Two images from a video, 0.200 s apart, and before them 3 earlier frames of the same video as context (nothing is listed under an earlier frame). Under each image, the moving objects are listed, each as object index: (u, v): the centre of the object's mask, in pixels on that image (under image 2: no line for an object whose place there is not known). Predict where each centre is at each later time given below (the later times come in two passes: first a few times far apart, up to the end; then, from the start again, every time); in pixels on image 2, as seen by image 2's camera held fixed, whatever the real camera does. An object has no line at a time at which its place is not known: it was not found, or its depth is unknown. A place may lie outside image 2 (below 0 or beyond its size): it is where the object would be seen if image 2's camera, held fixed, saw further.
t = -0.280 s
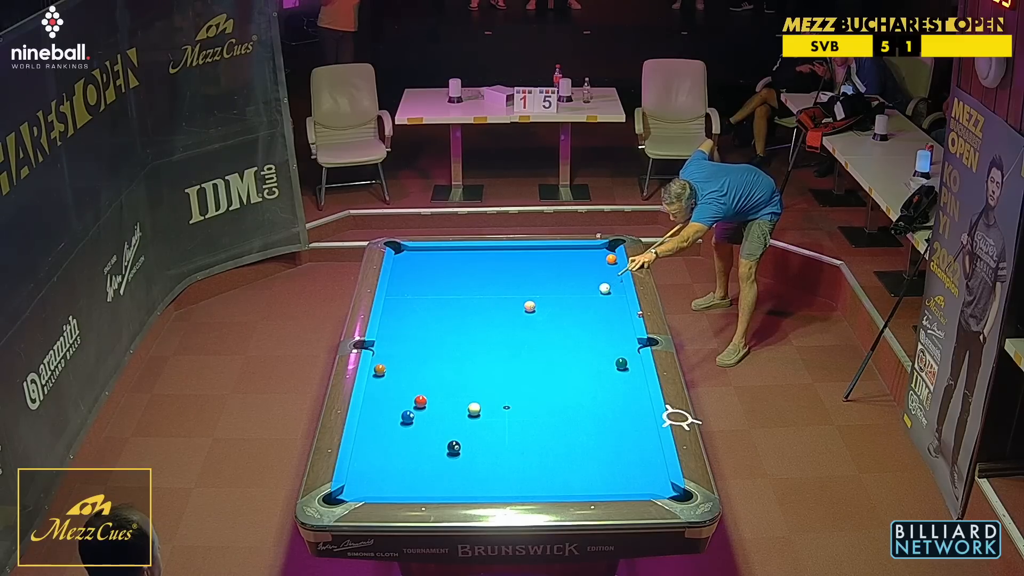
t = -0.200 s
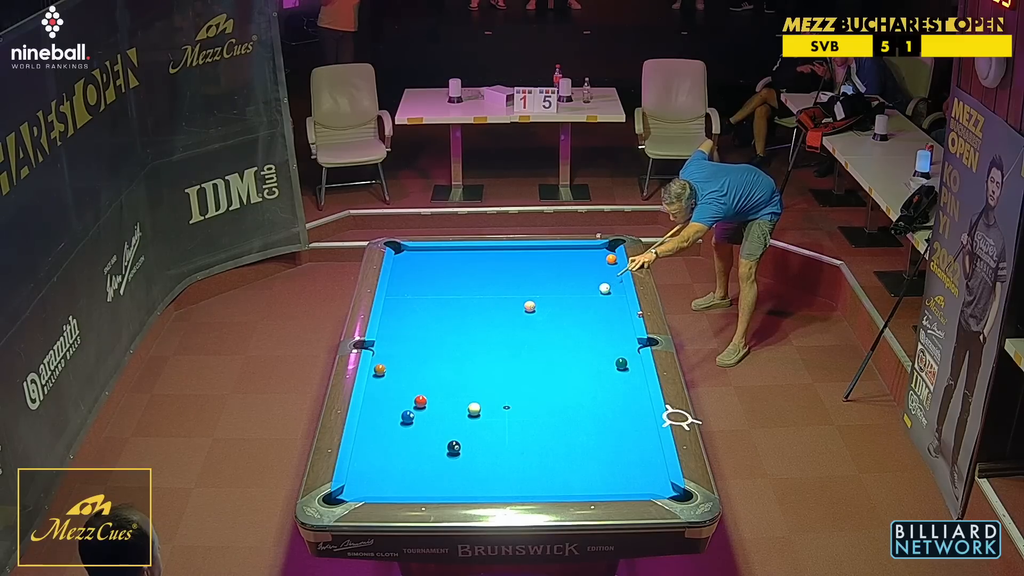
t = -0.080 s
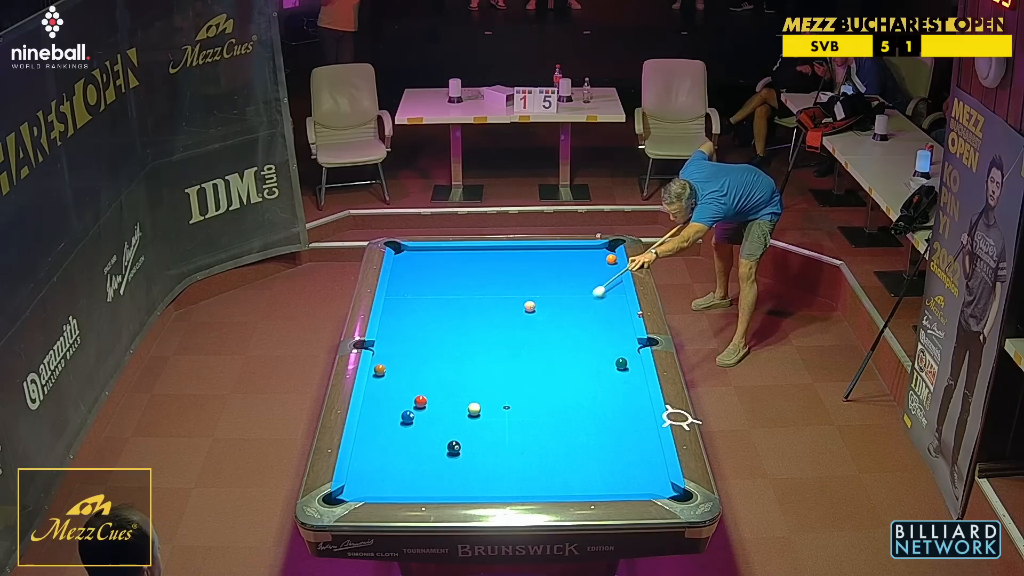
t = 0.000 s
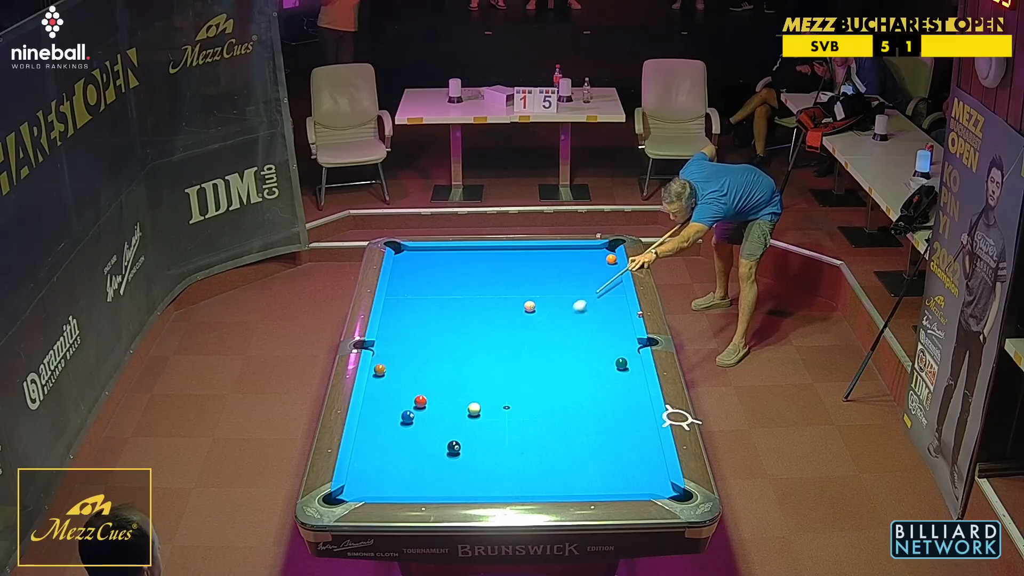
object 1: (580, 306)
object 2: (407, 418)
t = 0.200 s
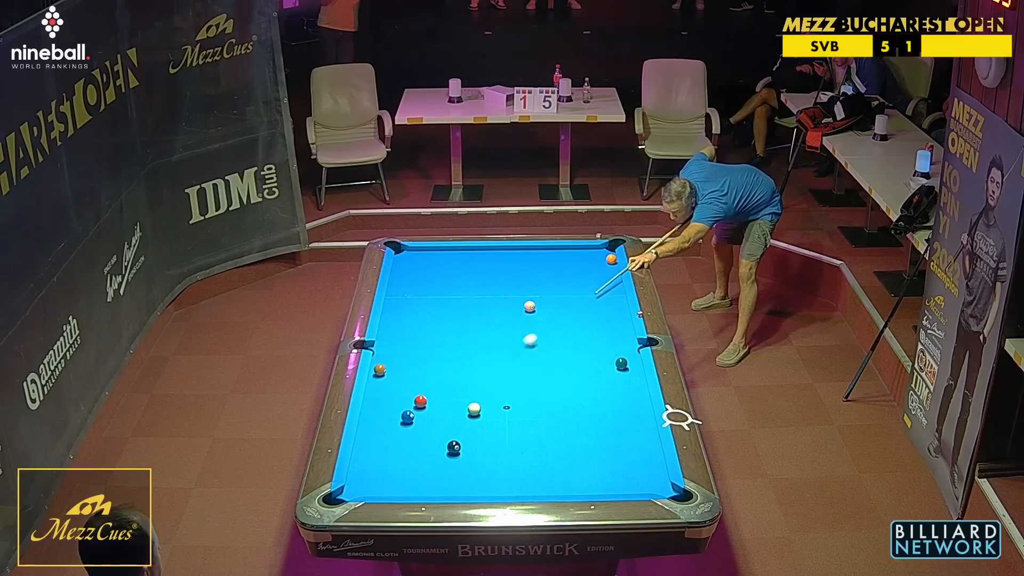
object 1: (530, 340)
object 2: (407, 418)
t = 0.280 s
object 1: (509, 355)
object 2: (407, 418)
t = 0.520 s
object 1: (440, 402)
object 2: (407, 418)
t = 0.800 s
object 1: (421, 455)
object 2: (380, 426)
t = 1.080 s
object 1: (402, 482)
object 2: (426, 432)
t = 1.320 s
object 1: (383, 456)
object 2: (465, 437)
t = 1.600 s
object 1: (363, 431)
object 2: (509, 443)
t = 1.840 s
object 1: (377, 415)
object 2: (547, 447)
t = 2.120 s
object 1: (391, 397)
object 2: (590, 452)
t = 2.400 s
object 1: (405, 381)
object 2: (631, 457)
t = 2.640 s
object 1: (415, 369)
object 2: (653, 460)
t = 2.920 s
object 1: (426, 355)
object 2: (633, 463)
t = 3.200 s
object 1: (437, 343)
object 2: (615, 465)
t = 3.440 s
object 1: (445, 334)
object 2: (600, 467)
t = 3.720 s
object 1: (454, 323)
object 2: (584, 468)
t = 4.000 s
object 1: (462, 314)
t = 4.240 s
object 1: (469, 306)
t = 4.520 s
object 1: (476, 298)
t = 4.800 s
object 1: (482, 291)
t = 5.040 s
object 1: (487, 286)
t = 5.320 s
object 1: (492, 280)
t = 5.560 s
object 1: (496, 275)
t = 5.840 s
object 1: (500, 270)
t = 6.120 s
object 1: (504, 266)
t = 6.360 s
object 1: (507, 263)
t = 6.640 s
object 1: (510, 259)
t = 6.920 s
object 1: (513, 256)
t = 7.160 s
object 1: (515, 254)
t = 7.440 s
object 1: (517, 252)
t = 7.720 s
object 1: (519, 250)
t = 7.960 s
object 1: (520, 249)
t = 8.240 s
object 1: (520, 249)
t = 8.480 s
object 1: (520, 249)
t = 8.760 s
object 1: (520, 249)
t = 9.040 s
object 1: (520, 249)
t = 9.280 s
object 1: (520, 249)
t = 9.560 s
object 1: (520, 249)
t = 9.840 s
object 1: (520, 249)
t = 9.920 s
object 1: (520, 249)
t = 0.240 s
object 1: (520, 348)
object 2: (407, 418)
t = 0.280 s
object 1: (509, 355)
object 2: (407, 418)
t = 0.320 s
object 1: (498, 362)
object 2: (407, 418)
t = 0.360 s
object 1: (487, 370)
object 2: (407, 418)
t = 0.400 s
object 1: (476, 377)
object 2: (407, 418)
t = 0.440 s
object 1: (464, 385)
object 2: (407, 418)
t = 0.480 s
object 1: (452, 393)
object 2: (407, 417)
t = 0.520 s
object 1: (440, 402)
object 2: (407, 418)
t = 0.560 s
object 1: (428, 411)
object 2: (407, 418)
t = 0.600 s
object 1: (421, 418)
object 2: (400, 418)
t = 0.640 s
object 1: (423, 425)
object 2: (387, 420)
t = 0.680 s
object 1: (423, 432)
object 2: (374, 422)
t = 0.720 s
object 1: (423, 439)
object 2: (365, 424)
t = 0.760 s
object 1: (422, 447)
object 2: (372, 425)
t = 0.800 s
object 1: (421, 455)
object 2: (380, 426)
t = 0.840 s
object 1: (419, 463)
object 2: (387, 427)
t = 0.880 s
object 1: (416, 472)
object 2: (394, 428)
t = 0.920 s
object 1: (414, 479)
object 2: (400, 428)
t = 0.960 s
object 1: (411, 488)
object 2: (407, 429)
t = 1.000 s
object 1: (409, 491)
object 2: (413, 430)
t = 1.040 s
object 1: (405, 488)
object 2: (419, 431)
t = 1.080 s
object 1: (402, 482)
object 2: (426, 432)
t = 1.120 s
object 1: (399, 477)
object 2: (433, 433)
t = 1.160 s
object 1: (395, 472)
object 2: (439, 434)
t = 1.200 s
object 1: (392, 467)
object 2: (446, 434)
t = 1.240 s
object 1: (389, 463)
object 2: (452, 434)
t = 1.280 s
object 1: (386, 460)
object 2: (459, 436)
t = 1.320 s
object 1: (383, 456)
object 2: (465, 437)
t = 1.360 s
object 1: (380, 452)
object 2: (471, 438)
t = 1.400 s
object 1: (377, 449)
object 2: (478, 439)
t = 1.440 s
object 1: (374, 445)
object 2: (484, 439)
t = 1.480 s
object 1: (371, 441)
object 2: (490, 440)
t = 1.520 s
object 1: (368, 438)
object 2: (497, 441)
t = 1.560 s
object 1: (365, 434)
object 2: (503, 442)
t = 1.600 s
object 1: (363, 431)
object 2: (509, 443)
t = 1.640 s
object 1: (366, 428)
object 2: (516, 443)
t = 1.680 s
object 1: (368, 426)
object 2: (522, 444)
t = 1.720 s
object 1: (371, 423)
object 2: (528, 445)
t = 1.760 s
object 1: (373, 420)
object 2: (534, 446)
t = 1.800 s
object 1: (375, 417)
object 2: (541, 446)
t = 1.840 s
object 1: (377, 415)
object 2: (547, 447)
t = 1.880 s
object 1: (379, 412)
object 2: (553, 448)
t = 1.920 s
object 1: (381, 410)
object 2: (559, 449)
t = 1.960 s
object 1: (383, 407)
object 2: (565, 450)
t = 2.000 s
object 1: (385, 405)
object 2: (571, 450)
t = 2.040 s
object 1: (387, 402)
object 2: (577, 451)
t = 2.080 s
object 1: (389, 400)
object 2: (584, 452)
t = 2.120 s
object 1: (391, 397)
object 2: (590, 452)
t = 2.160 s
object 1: (393, 395)
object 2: (596, 453)
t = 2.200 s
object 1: (395, 392)
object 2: (602, 454)
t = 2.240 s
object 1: (397, 390)
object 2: (608, 454)
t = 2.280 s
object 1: (399, 388)
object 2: (614, 455)
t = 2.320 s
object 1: (401, 386)
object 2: (619, 456)
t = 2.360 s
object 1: (403, 383)
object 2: (625, 456)
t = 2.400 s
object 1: (405, 381)
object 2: (631, 457)
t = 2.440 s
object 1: (406, 379)
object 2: (637, 458)
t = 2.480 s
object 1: (408, 377)
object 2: (643, 458)
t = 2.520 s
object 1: (410, 375)
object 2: (649, 459)
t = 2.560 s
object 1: (412, 373)
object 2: (654, 459)
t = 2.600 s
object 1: (413, 371)
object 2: (657, 460)
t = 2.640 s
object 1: (415, 369)
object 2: (653, 460)
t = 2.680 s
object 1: (417, 367)
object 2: (650, 461)
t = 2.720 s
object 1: (418, 365)
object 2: (647, 461)
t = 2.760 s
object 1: (420, 363)
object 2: (644, 461)
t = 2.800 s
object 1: (422, 361)
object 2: (642, 462)
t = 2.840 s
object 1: (423, 359)
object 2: (639, 462)
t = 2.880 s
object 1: (425, 357)
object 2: (636, 463)
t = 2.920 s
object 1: (426, 355)
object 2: (633, 463)
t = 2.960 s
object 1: (428, 354)
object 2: (631, 463)
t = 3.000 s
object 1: (429, 352)
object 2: (628, 463)
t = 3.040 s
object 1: (431, 350)
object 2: (625, 464)
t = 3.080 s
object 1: (433, 348)
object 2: (622, 464)
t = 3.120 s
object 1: (434, 347)
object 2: (620, 464)
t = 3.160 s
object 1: (436, 345)
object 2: (617, 465)
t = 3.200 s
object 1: (437, 343)
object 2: (615, 465)
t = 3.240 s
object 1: (439, 342)
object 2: (612, 465)
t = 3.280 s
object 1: (440, 340)
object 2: (610, 465)
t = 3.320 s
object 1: (441, 339)
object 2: (607, 466)
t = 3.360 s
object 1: (443, 337)
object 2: (605, 466)
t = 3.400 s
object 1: (444, 335)
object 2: (602, 466)
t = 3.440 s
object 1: (445, 334)
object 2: (600, 467)
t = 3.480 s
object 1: (447, 332)
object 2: (597, 467)
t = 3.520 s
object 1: (448, 331)
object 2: (595, 467)
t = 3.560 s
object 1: (449, 329)
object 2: (593, 467)
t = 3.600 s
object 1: (451, 328)
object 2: (590, 468)
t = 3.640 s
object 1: (452, 326)
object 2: (588, 468)
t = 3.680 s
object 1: (453, 325)
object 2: (586, 468)
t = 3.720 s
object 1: (454, 323)
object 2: (584, 468)
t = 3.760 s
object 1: (456, 322)
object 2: (581, 469)
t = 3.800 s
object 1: (457, 321)
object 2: (579, 469)
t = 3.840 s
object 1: (458, 319)
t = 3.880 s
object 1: (459, 318)
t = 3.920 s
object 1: (460, 317)
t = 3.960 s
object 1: (461, 315)
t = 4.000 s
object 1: (462, 314)
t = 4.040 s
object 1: (463, 313)
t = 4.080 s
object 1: (465, 311)
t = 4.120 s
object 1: (466, 310)
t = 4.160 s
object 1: (467, 309)
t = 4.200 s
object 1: (468, 308)
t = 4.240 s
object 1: (469, 306)
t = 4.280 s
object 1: (470, 305)
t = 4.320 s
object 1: (471, 304)
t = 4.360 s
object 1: (472, 303)
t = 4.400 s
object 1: (473, 302)
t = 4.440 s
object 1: (474, 301)
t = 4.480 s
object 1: (475, 300)
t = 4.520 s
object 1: (476, 298)
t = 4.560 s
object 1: (476, 298)
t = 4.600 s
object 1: (477, 296)
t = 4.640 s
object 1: (478, 295)
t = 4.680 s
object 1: (479, 294)
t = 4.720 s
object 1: (480, 293)
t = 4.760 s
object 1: (481, 292)
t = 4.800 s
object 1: (482, 291)
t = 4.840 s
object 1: (483, 290)
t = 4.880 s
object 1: (483, 289)
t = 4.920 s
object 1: (484, 289)
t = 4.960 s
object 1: (485, 287)
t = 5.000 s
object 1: (486, 287)
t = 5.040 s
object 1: (487, 286)
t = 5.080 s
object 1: (487, 285)
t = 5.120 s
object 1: (488, 284)
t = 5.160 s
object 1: (489, 283)
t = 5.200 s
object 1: (489, 282)
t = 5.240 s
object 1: (490, 281)
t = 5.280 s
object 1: (491, 281)
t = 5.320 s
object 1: (492, 280)
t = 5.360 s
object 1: (493, 279)
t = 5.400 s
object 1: (493, 278)
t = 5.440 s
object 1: (494, 277)
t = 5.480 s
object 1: (494, 277)
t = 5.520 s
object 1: (495, 276)
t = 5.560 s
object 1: (496, 275)
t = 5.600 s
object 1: (497, 274)
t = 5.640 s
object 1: (497, 274)
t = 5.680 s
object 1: (498, 273)
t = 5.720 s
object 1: (499, 272)
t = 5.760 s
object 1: (499, 272)
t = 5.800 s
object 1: (500, 271)
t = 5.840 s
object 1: (500, 270)
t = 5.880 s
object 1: (501, 270)
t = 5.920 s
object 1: (501, 269)
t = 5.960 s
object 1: (502, 268)
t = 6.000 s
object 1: (502, 268)
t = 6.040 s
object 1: (503, 267)
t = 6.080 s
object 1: (504, 267)
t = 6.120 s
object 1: (504, 266)
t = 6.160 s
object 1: (505, 265)
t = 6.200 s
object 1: (505, 265)
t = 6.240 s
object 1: (506, 264)
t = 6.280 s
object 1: (506, 264)
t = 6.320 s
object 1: (507, 263)
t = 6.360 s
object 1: (507, 263)
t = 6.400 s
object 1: (508, 262)
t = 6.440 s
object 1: (508, 262)
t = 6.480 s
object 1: (508, 261)
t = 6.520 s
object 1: (509, 261)
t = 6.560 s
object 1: (509, 260)
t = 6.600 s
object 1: (510, 260)
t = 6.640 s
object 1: (510, 259)
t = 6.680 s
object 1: (510, 259)
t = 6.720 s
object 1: (511, 258)
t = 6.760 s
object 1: (511, 258)
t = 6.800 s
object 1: (512, 258)
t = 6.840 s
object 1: (512, 257)
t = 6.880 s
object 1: (513, 257)
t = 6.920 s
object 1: (513, 256)
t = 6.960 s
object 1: (513, 256)
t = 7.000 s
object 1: (513, 256)
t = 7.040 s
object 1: (514, 255)
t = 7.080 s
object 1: (514, 255)
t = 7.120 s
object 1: (514, 254)
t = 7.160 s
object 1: (515, 254)
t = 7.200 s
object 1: (515, 254)
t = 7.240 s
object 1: (516, 253)
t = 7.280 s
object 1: (516, 253)
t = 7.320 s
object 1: (516, 253)
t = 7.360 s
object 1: (516, 252)
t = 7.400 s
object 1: (517, 252)
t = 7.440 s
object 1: (517, 252)
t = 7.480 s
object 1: (517, 252)
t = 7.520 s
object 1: (517, 251)
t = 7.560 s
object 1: (517, 251)
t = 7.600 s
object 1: (518, 251)
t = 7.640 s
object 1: (518, 250)
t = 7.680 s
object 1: (518, 250)
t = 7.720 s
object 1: (519, 250)
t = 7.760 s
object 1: (519, 250)
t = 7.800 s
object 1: (519, 250)
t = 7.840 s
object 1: (519, 249)
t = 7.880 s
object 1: (519, 249)
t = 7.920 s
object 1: (519, 249)
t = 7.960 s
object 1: (520, 249)
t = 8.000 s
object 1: (520, 249)
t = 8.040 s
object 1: (520, 249)
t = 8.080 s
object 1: (520, 249)
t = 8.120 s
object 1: (520, 249)
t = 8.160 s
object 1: (520, 249)
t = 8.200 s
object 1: (520, 249)
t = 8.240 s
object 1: (520, 249)
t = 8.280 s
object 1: (520, 249)
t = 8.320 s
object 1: (520, 249)
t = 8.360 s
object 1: (520, 249)
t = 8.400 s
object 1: (520, 249)
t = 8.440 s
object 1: (520, 249)
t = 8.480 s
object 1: (520, 249)
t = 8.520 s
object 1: (520, 249)
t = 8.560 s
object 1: (520, 249)
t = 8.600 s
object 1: (520, 249)
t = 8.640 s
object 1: (520, 249)
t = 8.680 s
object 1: (520, 249)
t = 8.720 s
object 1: (520, 249)
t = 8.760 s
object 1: (520, 249)
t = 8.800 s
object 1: (520, 249)
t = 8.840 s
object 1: (520, 249)
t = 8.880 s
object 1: (520, 249)
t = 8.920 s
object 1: (520, 249)
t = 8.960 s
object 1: (520, 249)
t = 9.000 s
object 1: (520, 249)
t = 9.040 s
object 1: (520, 249)
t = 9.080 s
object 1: (520, 249)
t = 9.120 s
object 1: (520, 249)
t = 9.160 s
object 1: (520, 249)
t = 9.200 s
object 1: (520, 249)
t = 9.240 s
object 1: (520, 249)
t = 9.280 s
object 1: (520, 249)
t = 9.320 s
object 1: (520, 249)
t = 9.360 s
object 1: (520, 249)
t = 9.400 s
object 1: (520, 249)
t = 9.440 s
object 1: (520, 249)
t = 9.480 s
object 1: (520, 249)
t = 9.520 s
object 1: (520, 249)
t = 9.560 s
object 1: (520, 249)
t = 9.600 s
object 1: (520, 249)
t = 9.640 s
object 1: (520, 249)
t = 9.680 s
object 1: (520, 249)
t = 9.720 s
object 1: (520, 249)
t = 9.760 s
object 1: (520, 249)
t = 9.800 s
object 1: (520, 249)
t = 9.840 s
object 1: (520, 249)
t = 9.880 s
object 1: (520, 249)
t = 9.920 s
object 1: (520, 249)
